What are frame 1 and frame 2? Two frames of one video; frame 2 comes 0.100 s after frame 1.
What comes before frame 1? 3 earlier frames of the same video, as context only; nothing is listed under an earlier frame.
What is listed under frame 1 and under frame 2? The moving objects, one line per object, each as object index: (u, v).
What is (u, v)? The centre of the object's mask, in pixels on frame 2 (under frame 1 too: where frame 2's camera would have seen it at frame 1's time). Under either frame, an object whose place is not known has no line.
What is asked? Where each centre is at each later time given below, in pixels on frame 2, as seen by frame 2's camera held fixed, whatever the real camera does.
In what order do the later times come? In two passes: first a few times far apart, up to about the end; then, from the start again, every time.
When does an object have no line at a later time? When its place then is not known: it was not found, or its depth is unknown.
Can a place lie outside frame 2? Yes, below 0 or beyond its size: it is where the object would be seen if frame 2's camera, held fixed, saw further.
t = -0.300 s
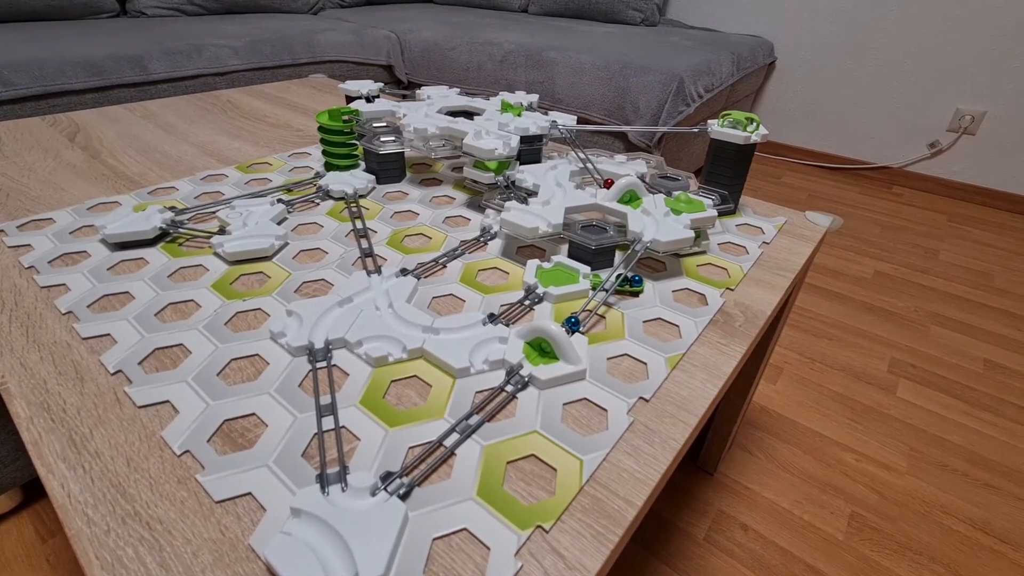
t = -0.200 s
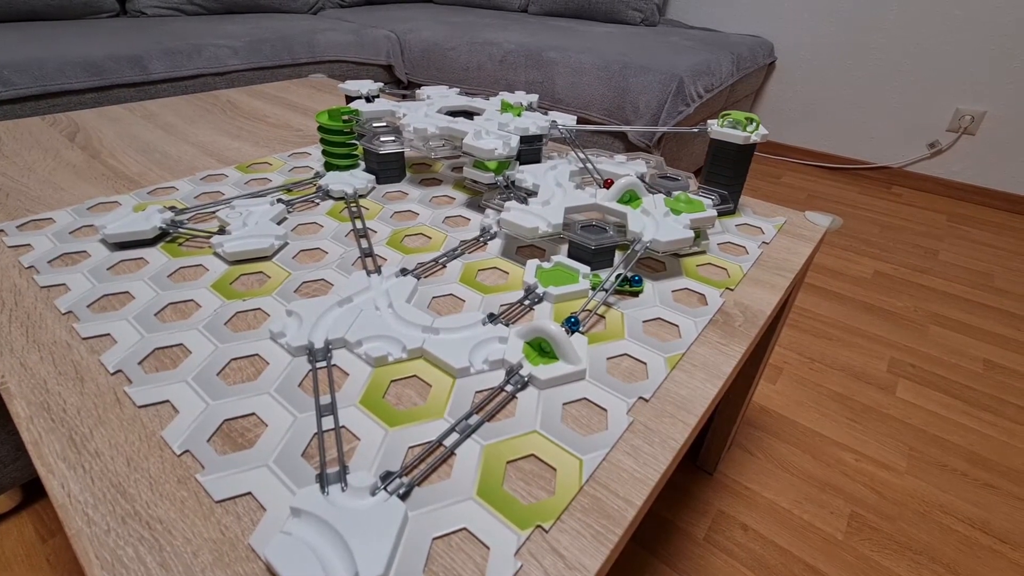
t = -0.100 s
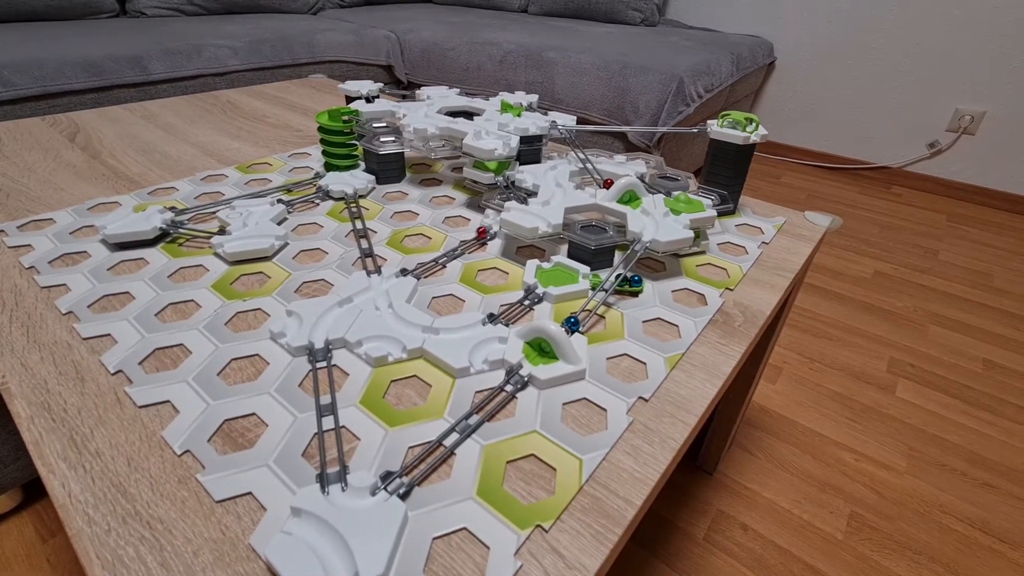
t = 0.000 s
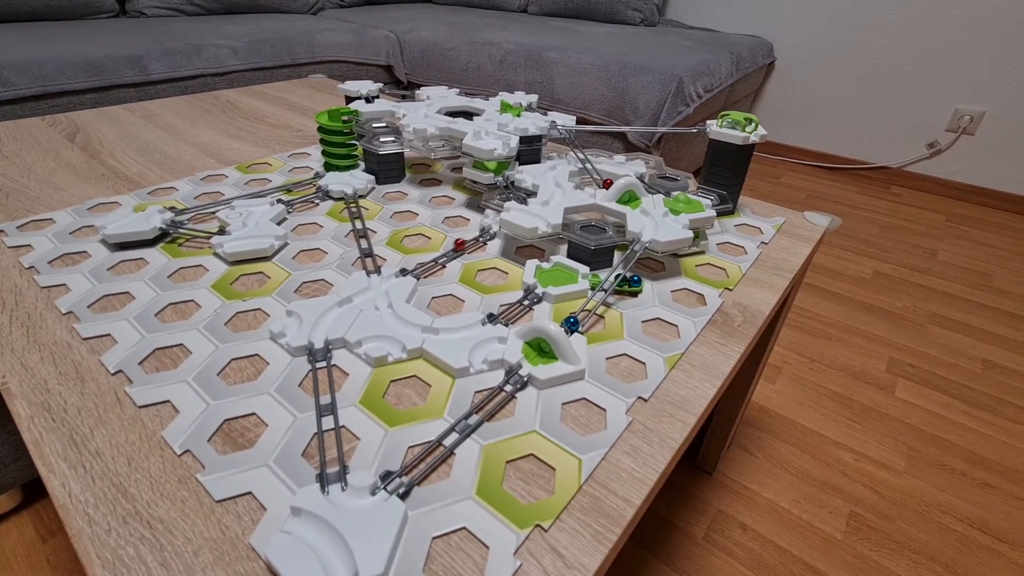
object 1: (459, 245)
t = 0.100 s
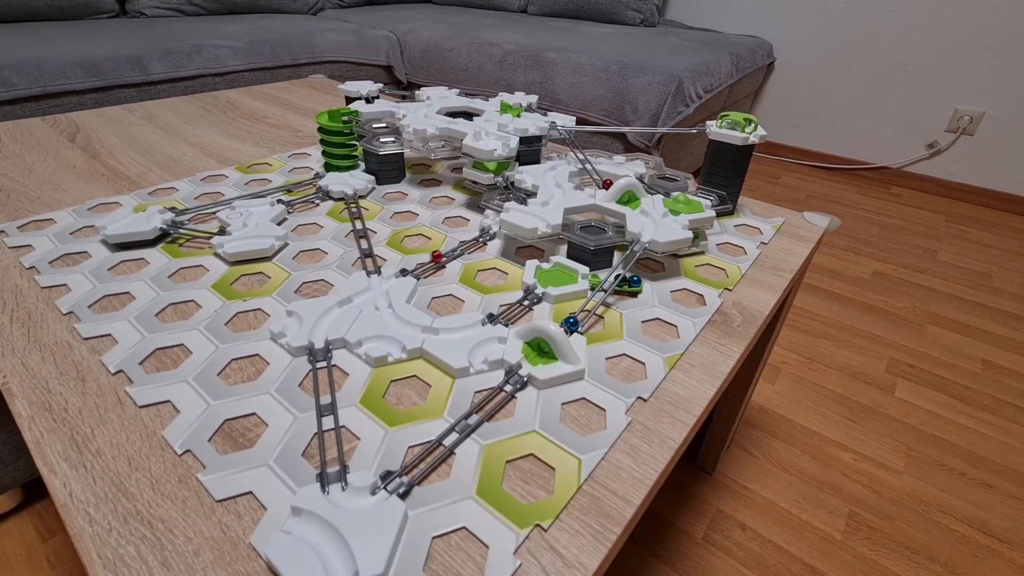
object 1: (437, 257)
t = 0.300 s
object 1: (387, 281)
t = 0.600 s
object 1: (319, 330)
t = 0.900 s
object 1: (324, 395)
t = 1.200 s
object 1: (332, 479)
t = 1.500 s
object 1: (402, 472)
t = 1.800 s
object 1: (473, 411)
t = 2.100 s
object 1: (529, 362)
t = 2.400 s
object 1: (540, 352)
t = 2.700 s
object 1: (540, 352)
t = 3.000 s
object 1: (540, 352)
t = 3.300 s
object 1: (539, 352)
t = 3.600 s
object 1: (540, 352)
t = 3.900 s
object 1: (540, 352)
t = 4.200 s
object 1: (540, 352)
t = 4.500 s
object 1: (540, 352)
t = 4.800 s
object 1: (540, 352)
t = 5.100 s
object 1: (540, 352)
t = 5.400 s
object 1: (539, 352)
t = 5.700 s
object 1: (539, 352)
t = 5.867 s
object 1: (539, 352)
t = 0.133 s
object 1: (428, 261)
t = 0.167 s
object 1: (421, 265)
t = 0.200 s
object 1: (412, 268)
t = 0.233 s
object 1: (403, 272)
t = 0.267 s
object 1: (395, 276)
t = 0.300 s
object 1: (387, 281)
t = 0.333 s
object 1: (378, 287)
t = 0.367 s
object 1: (369, 291)
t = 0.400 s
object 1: (359, 295)
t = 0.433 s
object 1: (349, 300)
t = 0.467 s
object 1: (341, 305)
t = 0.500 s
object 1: (333, 311)
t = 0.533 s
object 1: (327, 317)
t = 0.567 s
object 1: (322, 323)
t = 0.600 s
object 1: (319, 330)
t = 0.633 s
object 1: (317, 337)
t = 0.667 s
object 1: (318, 342)
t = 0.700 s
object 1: (319, 350)
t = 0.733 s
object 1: (319, 356)
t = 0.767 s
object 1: (320, 362)
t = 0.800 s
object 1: (321, 370)
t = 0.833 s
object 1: (322, 378)
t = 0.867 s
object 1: (323, 387)
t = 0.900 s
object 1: (324, 395)
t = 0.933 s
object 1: (325, 403)
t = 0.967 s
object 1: (326, 412)
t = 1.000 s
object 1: (327, 421)
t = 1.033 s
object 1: (328, 431)
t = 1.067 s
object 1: (329, 441)
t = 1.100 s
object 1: (330, 452)
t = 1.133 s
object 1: (331, 459)
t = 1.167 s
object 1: (332, 469)
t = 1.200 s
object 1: (332, 479)
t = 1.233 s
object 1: (334, 487)
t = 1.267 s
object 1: (341, 494)
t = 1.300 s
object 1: (349, 497)
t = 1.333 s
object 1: (357, 497)
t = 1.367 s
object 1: (367, 496)
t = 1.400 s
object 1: (377, 492)
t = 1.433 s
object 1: (385, 486)
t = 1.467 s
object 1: (394, 479)
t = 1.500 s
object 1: (402, 472)
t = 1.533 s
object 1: (409, 467)
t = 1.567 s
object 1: (418, 459)
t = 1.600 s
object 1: (427, 452)
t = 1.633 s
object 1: (435, 445)
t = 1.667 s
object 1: (443, 438)
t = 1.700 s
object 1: (452, 430)
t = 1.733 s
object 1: (459, 425)
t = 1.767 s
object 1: (465, 418)
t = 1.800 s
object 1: (473, 411)
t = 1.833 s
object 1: (480, 405)
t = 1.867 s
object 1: (487, 399)
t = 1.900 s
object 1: (495, 392)
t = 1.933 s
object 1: (501, 387)
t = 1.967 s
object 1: (507, 382)
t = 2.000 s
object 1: (513, 376)
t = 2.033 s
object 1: (517, 372)
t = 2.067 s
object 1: (522, 367)
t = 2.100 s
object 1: (529, 362)
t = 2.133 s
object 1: (538, 354)
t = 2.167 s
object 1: (540, 352)
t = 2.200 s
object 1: (540, 352)
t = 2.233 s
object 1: (540, 352)
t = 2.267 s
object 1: (540, 352)
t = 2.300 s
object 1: (540, 352)
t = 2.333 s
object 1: (540, 352)
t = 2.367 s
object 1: (540, 352)
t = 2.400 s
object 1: (540, 352)
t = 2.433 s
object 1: (540, 352)
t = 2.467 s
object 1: (540, 352)
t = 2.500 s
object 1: (540, 352)
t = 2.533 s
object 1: (540, 352)
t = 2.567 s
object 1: (540, 352)
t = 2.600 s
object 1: (540, 352)
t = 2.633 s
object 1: (540, 352)
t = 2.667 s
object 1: (540, 352)
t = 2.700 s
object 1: (540, 352)
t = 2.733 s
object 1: (540, 352)
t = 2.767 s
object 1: (540, 352)
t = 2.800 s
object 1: (540, 352)
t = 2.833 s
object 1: (539, 352)
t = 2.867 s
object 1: (540, 352)
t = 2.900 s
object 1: (540, 352)
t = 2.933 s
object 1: (540, 352)
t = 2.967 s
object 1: (540, 352)
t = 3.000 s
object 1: (540, 352)
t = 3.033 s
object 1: (540, 352)
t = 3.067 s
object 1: (540, 352)
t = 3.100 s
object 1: (540, 352)
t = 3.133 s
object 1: (540, 352)
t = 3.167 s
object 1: (539, 352)
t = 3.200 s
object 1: (539, 352)
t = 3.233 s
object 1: (539, 352)
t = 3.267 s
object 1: (539, 352)
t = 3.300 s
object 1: (539, 352)
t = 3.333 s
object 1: (539, 352)
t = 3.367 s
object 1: (539, 352)
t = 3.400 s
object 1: (539, 352)
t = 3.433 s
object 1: (539, 352)
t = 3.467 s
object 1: (539, 352)
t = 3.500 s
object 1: (539, 352)
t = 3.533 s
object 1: (539, 352)
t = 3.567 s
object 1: (539, 352)
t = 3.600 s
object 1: (540, 352)
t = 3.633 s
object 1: (539, 352)
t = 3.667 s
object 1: (540, 352)
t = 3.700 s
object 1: (540, 352)
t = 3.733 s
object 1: (540, 352)
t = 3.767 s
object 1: (540, 352)
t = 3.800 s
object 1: (540, 352)
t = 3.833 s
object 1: (540, 352)
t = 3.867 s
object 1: (540, 352)
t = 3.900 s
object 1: (540, 352)
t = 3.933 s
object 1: (540, 352)
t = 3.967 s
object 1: (540, 352)
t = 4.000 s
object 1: (540, 352)
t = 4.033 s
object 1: (540, 352)
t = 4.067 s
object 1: (540, 352)
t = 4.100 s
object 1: (540, 352)
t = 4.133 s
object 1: (540, 352)
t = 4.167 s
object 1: (540, 352)
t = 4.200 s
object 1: (540, 352)
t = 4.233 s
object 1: (540, 352)
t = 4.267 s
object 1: (540, 352)
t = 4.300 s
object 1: (540, 352)
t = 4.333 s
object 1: (540, 352)
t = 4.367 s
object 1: (540, 352)
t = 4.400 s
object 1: (540, 352)
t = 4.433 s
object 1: (540, 352)
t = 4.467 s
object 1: (540, 352)
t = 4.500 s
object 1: (540, 352)
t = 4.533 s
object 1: (540, 352)
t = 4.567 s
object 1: (540, 352)
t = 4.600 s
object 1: (540, 352)
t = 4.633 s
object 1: (540, 352)
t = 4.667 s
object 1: (540, 352)
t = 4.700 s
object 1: (540, 352)
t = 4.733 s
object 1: (540, 352)
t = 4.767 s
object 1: (540, 352)
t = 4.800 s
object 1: (540, 352)
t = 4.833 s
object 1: (540, 352)
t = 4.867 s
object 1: (540, 352)
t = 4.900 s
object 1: (540, 352)
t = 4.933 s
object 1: (540, 352)
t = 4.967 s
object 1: (540, 352)
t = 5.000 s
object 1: (540, 352)
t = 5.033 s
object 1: (540, 352)
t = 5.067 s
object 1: (540, 352)
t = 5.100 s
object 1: (540, 352)
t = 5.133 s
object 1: (540, 352)
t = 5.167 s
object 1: (540, 352)
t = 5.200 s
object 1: (540, 352)
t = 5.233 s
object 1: (540, 352)
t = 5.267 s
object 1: (539, 352)
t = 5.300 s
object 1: (540, 352)
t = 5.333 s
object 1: (540, 352)
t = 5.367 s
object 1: (539, 352)
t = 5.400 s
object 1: (539, 352)
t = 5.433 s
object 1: (539, 352)
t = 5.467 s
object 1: (539, 352)
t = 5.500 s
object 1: (539, 352)
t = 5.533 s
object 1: (539, 352)
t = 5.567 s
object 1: (539, 352)
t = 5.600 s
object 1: (539, 352)
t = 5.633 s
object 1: (539, 352)
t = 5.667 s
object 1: (539, 352)
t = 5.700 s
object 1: (539, 352)
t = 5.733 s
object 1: (539, 352)
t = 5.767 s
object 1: (539, 352)
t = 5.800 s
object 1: (539, 352)
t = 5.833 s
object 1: (539, 352)
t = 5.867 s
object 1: (539, 352)
